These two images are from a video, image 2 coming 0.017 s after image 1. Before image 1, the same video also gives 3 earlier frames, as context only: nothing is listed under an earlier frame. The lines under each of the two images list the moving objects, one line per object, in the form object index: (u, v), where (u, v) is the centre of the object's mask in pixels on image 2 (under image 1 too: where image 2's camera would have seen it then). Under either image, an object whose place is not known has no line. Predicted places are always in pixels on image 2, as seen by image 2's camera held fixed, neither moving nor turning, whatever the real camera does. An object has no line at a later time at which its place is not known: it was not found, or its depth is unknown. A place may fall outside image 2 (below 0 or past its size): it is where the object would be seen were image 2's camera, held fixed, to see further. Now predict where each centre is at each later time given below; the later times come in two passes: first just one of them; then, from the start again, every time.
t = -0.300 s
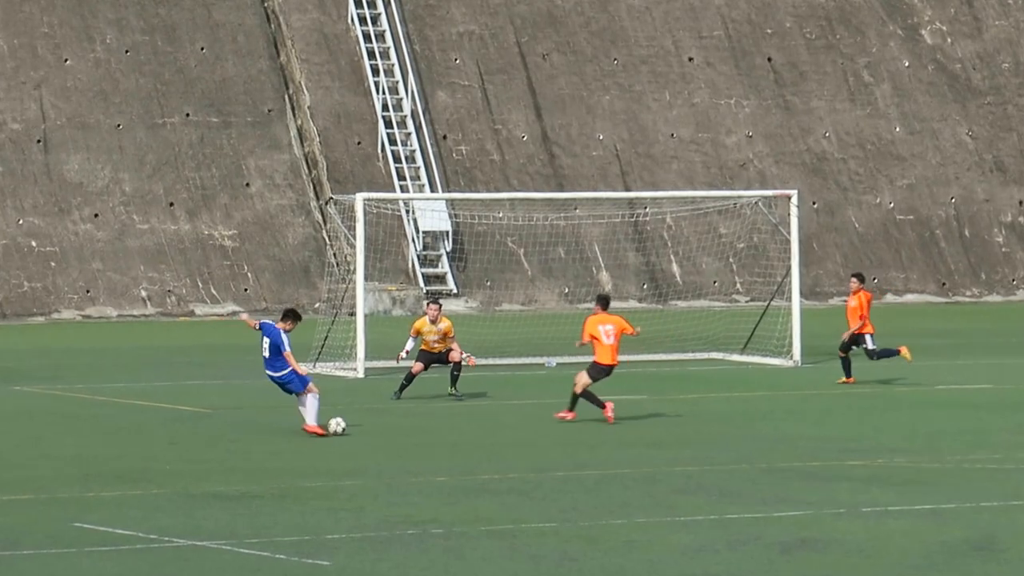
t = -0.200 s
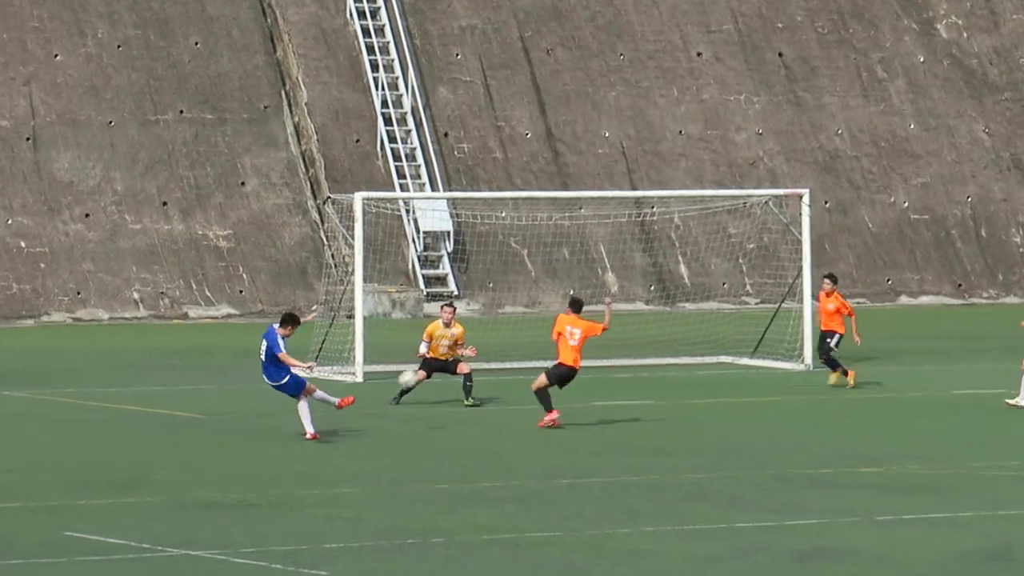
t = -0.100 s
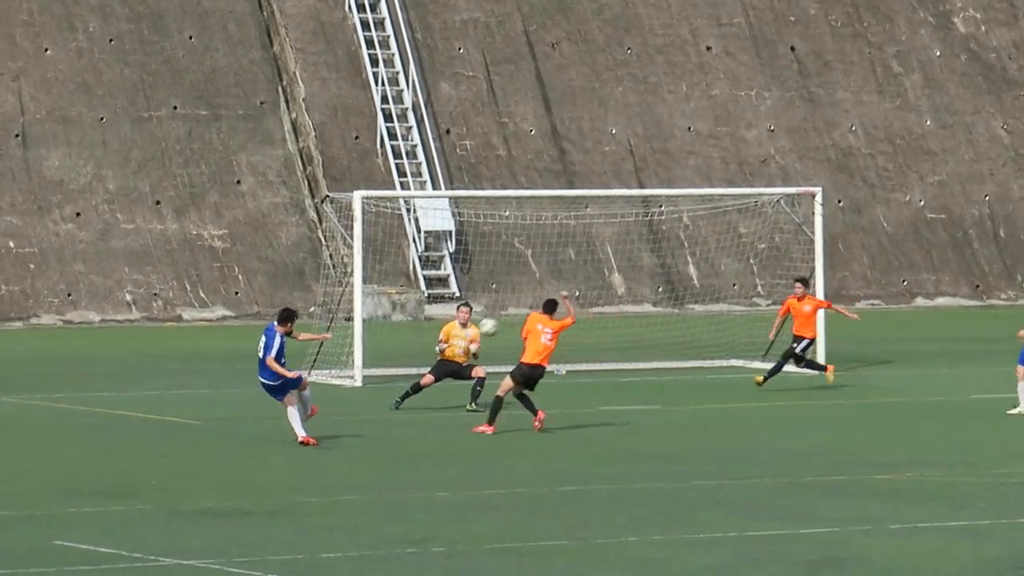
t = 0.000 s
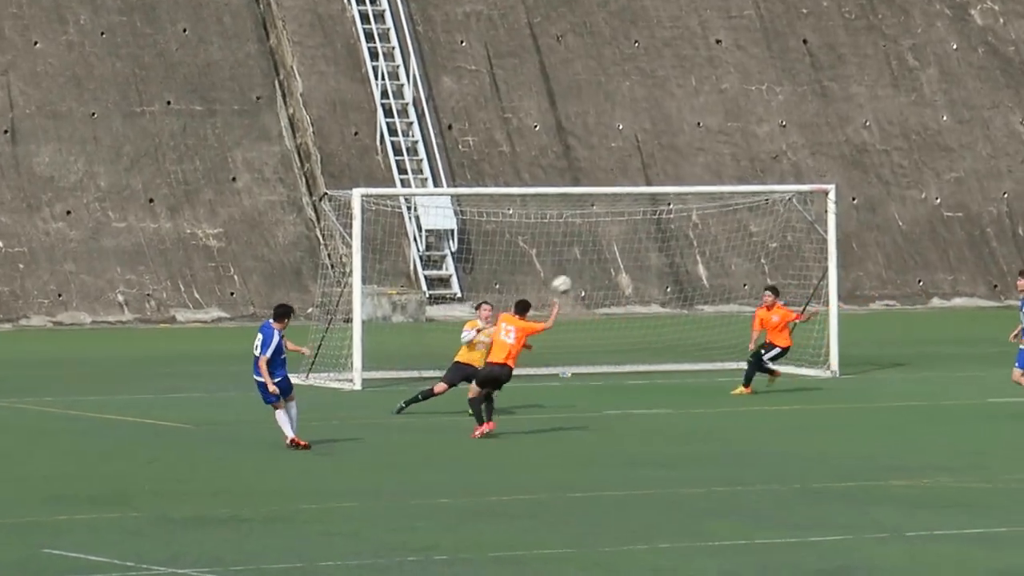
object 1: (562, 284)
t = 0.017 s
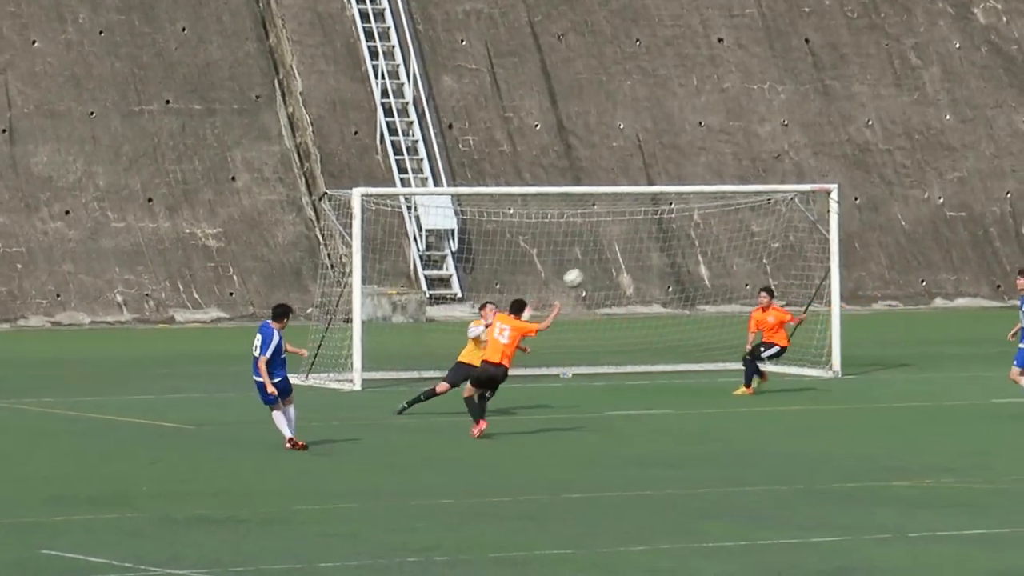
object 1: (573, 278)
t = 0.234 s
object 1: (692, 222)
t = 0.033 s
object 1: (583, 272)
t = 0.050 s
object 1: (594, 266)
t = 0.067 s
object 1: (604, 261)
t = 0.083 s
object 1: (614, 255)
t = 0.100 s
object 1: (624, 251)
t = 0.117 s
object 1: (633, 246)
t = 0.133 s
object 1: (642, 242)
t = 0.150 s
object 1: (651, 238)
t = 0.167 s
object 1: (660, 234)
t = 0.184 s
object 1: (668, 231)
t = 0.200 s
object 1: (676, 228)
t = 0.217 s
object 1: (684, 226)
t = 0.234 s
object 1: (692, 222)
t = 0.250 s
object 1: (700, 220)
